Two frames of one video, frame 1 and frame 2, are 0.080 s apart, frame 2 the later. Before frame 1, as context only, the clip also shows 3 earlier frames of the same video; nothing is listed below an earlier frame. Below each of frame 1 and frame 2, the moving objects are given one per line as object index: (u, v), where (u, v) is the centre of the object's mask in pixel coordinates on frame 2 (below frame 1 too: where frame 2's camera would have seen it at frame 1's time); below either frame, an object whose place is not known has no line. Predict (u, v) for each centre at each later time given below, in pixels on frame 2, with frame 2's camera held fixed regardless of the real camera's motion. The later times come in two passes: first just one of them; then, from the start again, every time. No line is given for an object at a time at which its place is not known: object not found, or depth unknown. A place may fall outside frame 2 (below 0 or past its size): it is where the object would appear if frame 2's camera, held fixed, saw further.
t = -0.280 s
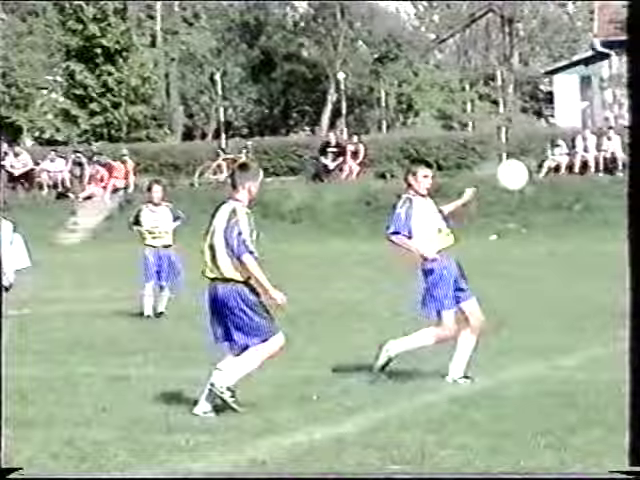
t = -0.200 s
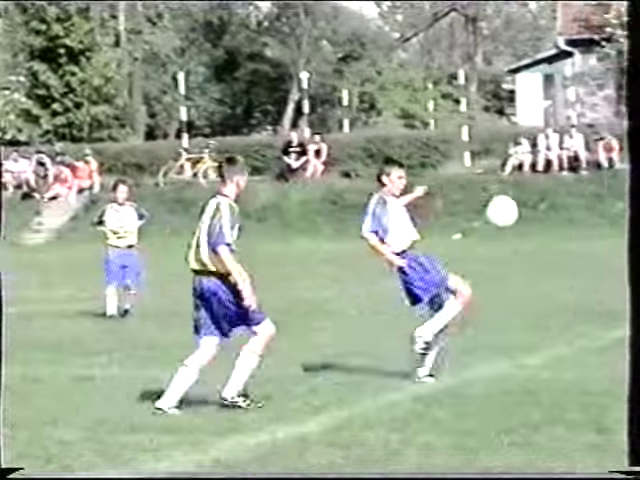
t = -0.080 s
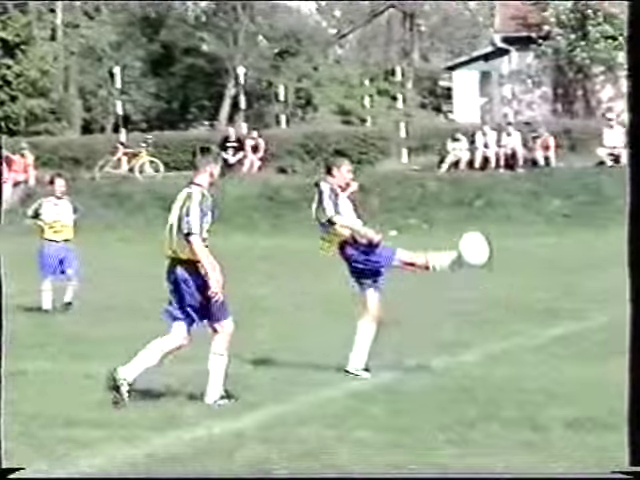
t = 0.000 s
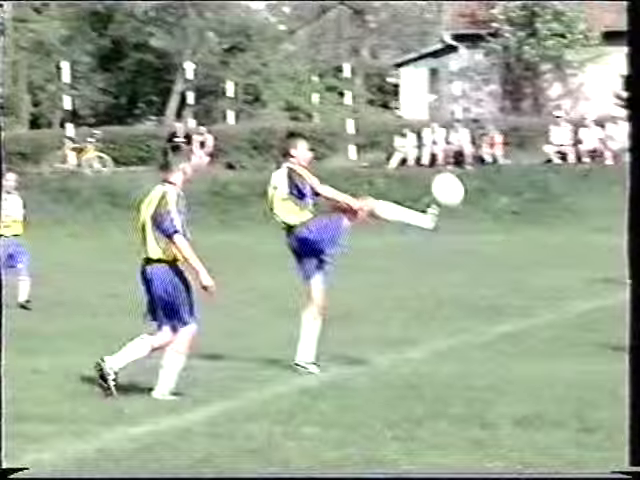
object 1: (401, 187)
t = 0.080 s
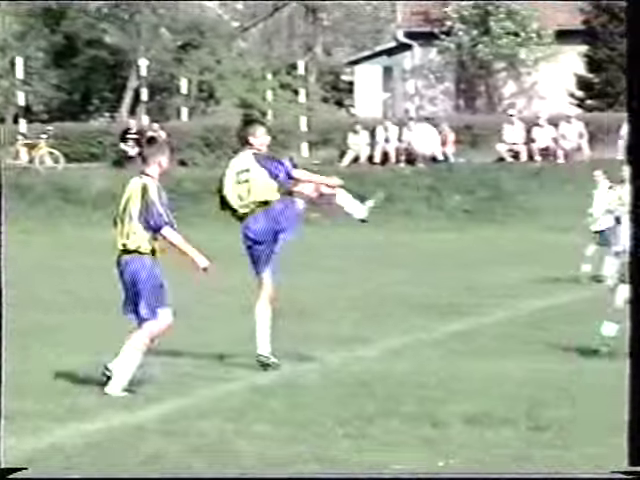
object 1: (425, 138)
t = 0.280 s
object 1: (484, 58)
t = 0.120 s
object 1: (434, 119)
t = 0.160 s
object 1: (447, 100)
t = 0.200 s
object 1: (461, 86)
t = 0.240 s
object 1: (472, 70)
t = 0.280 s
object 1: (484, 58)
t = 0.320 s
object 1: (498, 53)
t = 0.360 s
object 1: (510, 44)
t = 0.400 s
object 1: (524, 41)
